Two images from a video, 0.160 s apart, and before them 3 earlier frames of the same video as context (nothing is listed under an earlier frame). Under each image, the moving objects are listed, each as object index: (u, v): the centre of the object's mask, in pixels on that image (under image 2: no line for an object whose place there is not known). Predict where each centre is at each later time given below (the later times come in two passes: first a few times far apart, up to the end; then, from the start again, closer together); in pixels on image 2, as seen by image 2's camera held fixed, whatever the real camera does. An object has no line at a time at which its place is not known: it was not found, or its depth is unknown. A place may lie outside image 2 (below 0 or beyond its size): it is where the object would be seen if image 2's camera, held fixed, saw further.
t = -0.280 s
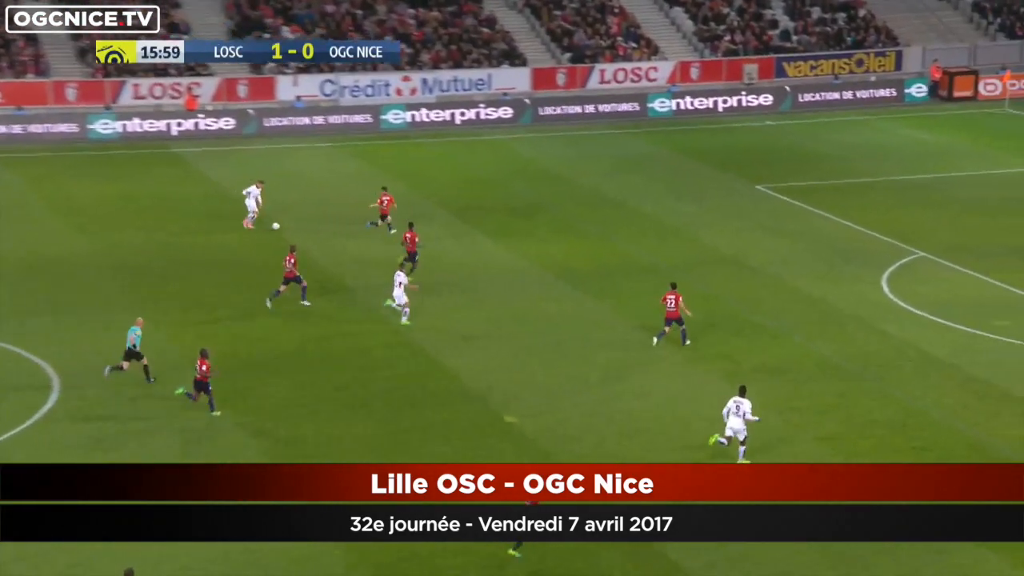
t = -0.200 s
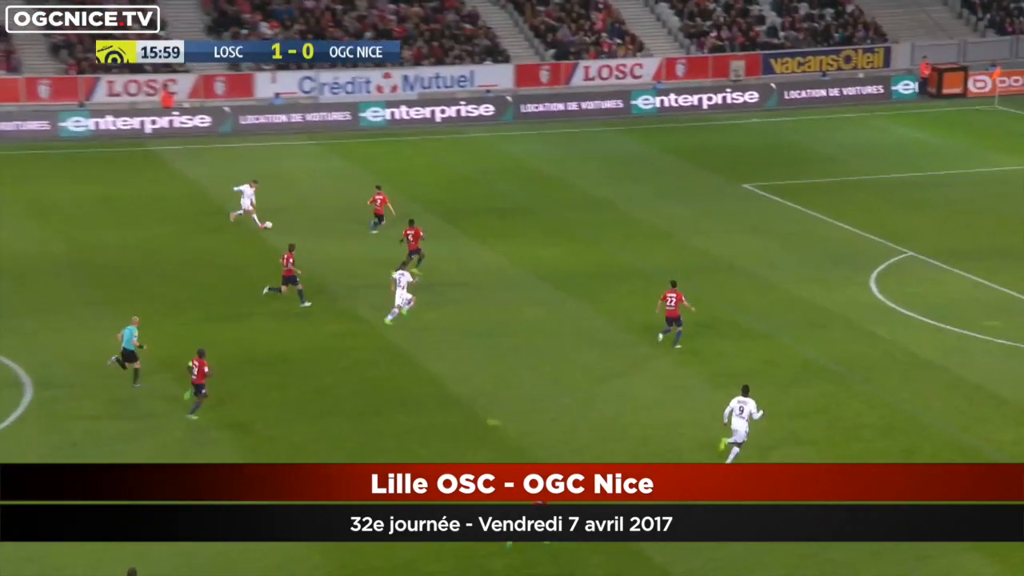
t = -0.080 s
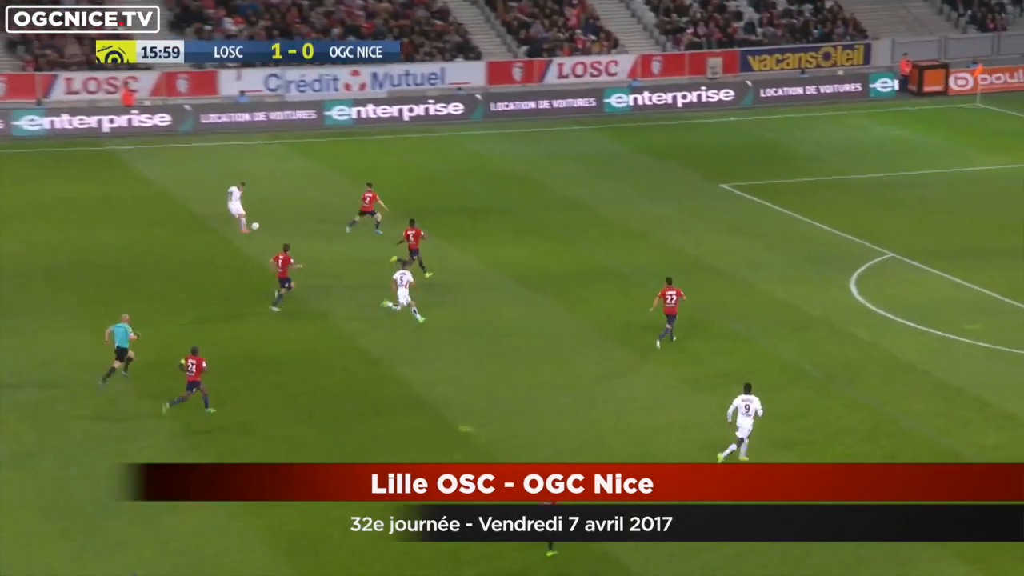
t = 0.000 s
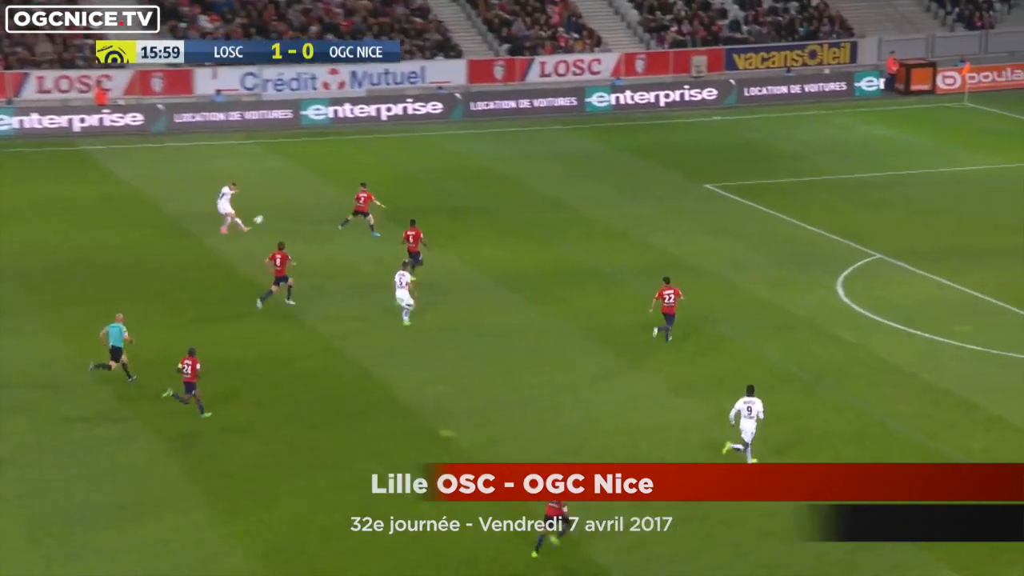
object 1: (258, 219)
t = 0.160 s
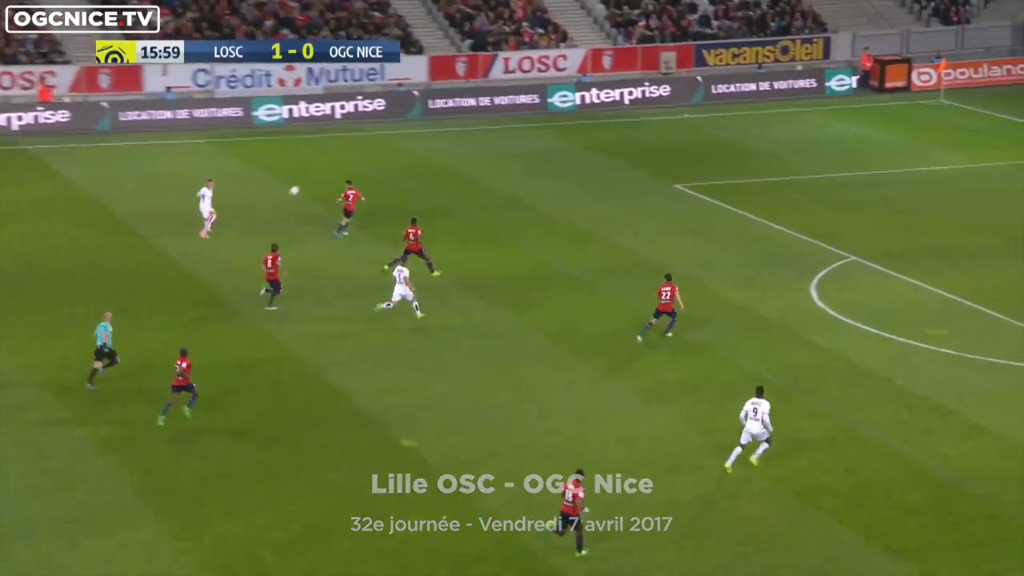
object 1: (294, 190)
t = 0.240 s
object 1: (332, 176)
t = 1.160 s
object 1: (755, 110)
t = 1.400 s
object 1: (868, 127)
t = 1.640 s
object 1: (972, 159)
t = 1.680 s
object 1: (989, 166)
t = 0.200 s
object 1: (313, 183)
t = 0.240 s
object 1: (332, 176)
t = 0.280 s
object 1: (350, 169)
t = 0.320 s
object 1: (369, 164)
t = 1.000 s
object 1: (680, 108)
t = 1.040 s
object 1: (697, 108)
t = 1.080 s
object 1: (716, 108)
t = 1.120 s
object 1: (736, 109)
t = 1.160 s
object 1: (755, 110)
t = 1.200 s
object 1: (775, 112)
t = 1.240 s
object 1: (793, 114)
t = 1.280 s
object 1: (813, 117)
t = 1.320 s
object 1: (832, 120)
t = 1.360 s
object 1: (850, 124)
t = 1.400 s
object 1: (868, 127)
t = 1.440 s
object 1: (886, 132)
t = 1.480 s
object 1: (904, 136)
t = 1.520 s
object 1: (921, 141)
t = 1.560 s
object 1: (938, 147)
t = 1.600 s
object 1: (955, 153)
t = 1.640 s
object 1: (972, 159)
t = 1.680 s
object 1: (989, 166)
